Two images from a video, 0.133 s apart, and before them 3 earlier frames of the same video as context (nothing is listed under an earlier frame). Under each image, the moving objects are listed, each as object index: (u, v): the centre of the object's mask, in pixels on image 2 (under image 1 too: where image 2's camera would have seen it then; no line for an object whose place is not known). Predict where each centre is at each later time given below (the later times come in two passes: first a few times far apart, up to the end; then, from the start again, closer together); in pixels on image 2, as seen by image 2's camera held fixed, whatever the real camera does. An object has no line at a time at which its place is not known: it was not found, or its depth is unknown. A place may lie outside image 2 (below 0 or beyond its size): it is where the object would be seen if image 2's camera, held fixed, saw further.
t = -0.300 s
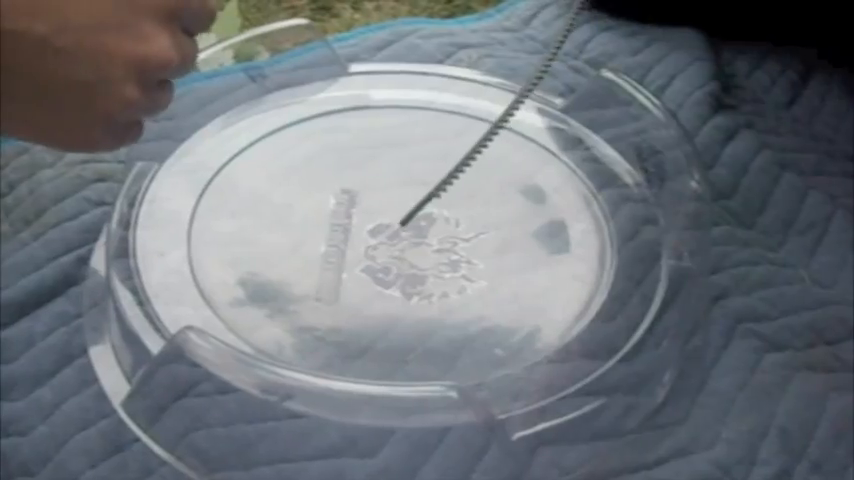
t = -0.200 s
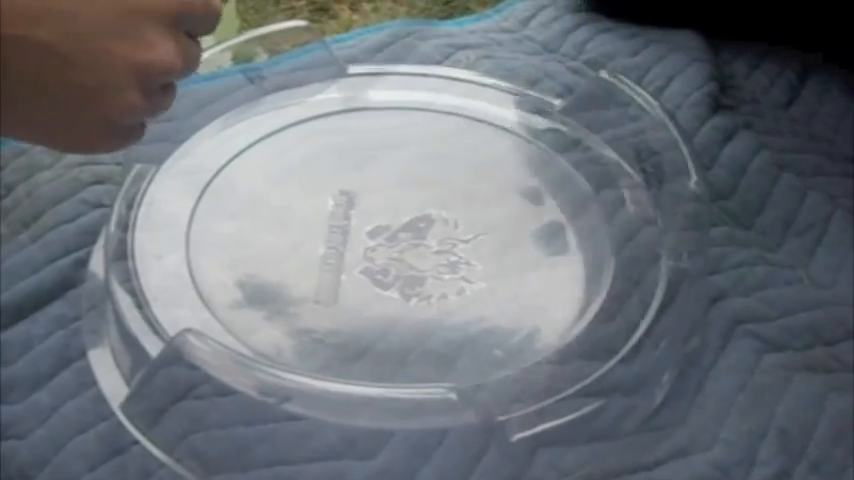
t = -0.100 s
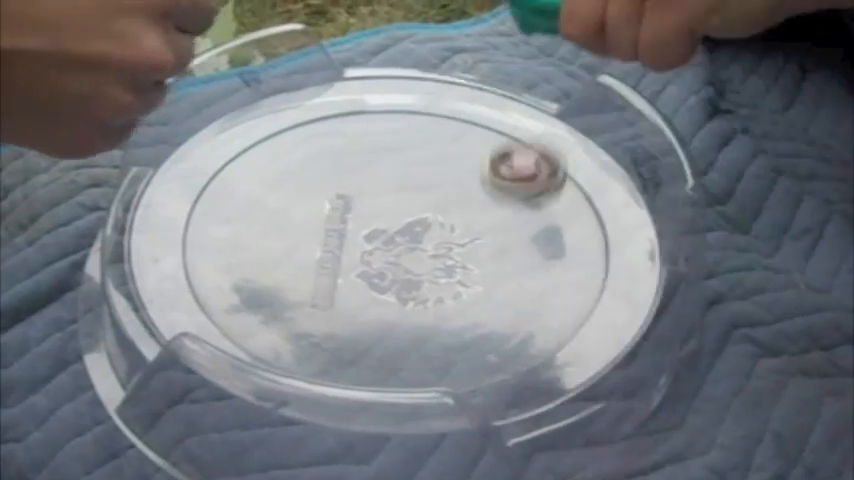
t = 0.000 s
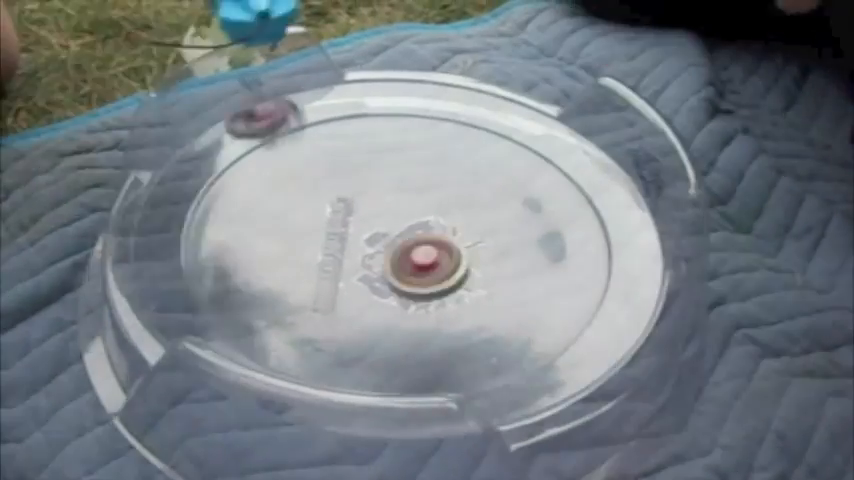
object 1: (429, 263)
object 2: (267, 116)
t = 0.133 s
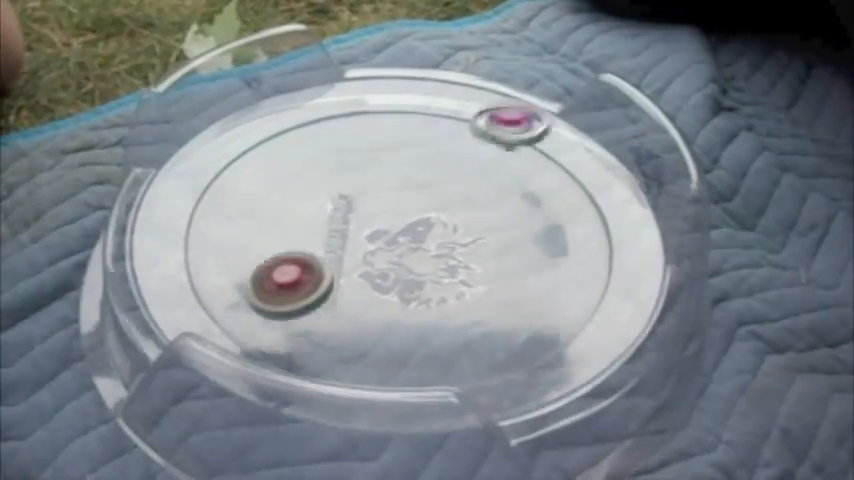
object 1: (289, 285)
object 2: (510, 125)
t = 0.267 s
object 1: (227, 280)
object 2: (580, 212)
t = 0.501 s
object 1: (298, 306)
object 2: (334, 220)
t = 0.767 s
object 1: (485, 361)
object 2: (290, 154)
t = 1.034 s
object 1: (503, 283)
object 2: (249, 244)
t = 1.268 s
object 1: (402, 247)
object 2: (308, 288)
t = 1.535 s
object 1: (322, 178)
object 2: (353, 316)
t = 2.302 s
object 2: (430, 179)
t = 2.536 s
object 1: (436, 281)
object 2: (368, 135)
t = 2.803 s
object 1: (389, 211)
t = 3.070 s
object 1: (377, 228)
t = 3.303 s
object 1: (433, 266)
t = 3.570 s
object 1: (462, 219)
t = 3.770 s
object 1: (422, 194)
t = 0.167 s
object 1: (264, 286)
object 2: (575, 139)
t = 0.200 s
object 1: (244, 292)
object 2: (633, 171)
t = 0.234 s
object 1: (232, 284)
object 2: (614, 205)
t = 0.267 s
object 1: (227, 280)
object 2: (580, 212)
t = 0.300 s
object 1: (229, 276)
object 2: (542, 229)
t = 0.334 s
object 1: (235, 274)
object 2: (499, 236)
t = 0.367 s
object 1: (244, 274)
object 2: (455, 241)
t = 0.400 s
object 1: (259, 275)
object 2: (412, 245)
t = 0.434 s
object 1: (277, 277)
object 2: (374, 245)
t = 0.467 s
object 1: (299, 279)
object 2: (343, 240)
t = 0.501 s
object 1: (298, 306)
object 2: (334, 220)
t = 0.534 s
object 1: (301, 334)
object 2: (328, 199)
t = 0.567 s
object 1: (317, 351)
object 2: (323, 183)
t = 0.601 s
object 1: (348, 357)
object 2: (317, 169)
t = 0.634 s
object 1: (381, 370)
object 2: (312, 158)
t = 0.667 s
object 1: (412, 371)
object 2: (307, 152)
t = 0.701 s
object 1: (442, 370)
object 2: (302, 149)
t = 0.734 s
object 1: (467, 367)
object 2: (297, 150)
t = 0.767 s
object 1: (485, 361)
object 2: (290, 154)
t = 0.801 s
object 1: (501, 351)
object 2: (283, 161)
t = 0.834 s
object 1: (514, 340)
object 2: (275, 170)
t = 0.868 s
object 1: (520, 329)
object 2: (267, 183)
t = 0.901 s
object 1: (523, 318)
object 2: (259, 196)
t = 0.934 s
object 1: (522, 309)
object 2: (253, 209)
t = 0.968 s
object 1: (518, 300)
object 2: (249, 222)
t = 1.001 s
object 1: (511, 292)
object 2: (248, 233)
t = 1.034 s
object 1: (503, 283)
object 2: (249, 244)
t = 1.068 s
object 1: (492, 275)
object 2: (251, 252)
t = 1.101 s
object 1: (479, 268)
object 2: (257, 261)
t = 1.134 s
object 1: (465, 262)
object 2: (264, 268)
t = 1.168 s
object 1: (451, 258)
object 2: (273, 275)
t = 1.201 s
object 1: (436, 254)
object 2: (283, 281)
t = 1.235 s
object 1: (420, 250)
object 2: (296, 285)
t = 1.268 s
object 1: (402, 247)
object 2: (308, 288)
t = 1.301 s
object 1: (384, 246)
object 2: (319, 290)
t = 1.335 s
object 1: (366, 242)
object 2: (330, 289)
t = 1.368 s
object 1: (357, 229)
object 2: (331, 299)
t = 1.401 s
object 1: (351, 213)
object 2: (331, 306)
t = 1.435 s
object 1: (344, 200)
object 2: (334, 311)
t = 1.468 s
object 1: (338, 189)
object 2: (340, 314)
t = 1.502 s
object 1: (330, 183)
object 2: (346, 316)
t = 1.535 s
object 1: (322, 178)
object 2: (353, 316)
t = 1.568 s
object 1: (313, 178)
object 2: (362, 313)
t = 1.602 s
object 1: (304, 181)
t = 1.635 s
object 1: (295, 184)
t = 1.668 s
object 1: (286, 192)
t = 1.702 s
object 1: (277, 201)
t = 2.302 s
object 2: (430, 179)
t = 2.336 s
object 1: (394, 326)
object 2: (428, 166)
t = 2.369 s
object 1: (405, 321)
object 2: (421, 156)
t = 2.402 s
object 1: (415, 315)
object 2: (412, 150)
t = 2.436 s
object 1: (423, 307)
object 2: (402, 144)
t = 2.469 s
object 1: (429, 299)
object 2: (391, 140)
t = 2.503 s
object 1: (434, 290)
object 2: (379, 136)
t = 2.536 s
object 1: (436, 281)
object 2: (368, 135)
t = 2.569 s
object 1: (435, 272)
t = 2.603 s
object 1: (434, 263)
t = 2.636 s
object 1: (430, 252)
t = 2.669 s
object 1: (425, 243)
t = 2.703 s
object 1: (419, 235)
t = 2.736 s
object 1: (410, 226)
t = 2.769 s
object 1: (401, 218)
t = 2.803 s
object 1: (389, 211)
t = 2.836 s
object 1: (379, 205)
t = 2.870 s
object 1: (386, 212)
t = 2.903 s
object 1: (390, 216)
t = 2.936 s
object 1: (392, 222)
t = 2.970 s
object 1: (390, 226)
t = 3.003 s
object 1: (387, 226)
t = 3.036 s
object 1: (382, 228)
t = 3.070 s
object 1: (377, 228)
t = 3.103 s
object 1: (371, 227)
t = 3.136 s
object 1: (366, 227)
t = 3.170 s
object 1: (377, 236)
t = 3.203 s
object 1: (394, 249)
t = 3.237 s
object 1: (408, 257)
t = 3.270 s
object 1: (422, 263)
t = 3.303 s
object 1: (433, 266)
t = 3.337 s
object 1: (442, 265)
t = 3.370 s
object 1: (449, 260)
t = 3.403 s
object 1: (456, 254)
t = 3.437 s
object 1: (461, 246)
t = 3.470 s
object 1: (464, 239)
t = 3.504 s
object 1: (465, 232)
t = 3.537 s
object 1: (464, 226)
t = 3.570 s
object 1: (462, 219)
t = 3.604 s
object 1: (458, 213)
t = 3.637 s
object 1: (453, 208)
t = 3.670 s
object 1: (446, 202)
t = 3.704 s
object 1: (439, 199)
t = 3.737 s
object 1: (430, 197)
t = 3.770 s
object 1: (422, 194)
